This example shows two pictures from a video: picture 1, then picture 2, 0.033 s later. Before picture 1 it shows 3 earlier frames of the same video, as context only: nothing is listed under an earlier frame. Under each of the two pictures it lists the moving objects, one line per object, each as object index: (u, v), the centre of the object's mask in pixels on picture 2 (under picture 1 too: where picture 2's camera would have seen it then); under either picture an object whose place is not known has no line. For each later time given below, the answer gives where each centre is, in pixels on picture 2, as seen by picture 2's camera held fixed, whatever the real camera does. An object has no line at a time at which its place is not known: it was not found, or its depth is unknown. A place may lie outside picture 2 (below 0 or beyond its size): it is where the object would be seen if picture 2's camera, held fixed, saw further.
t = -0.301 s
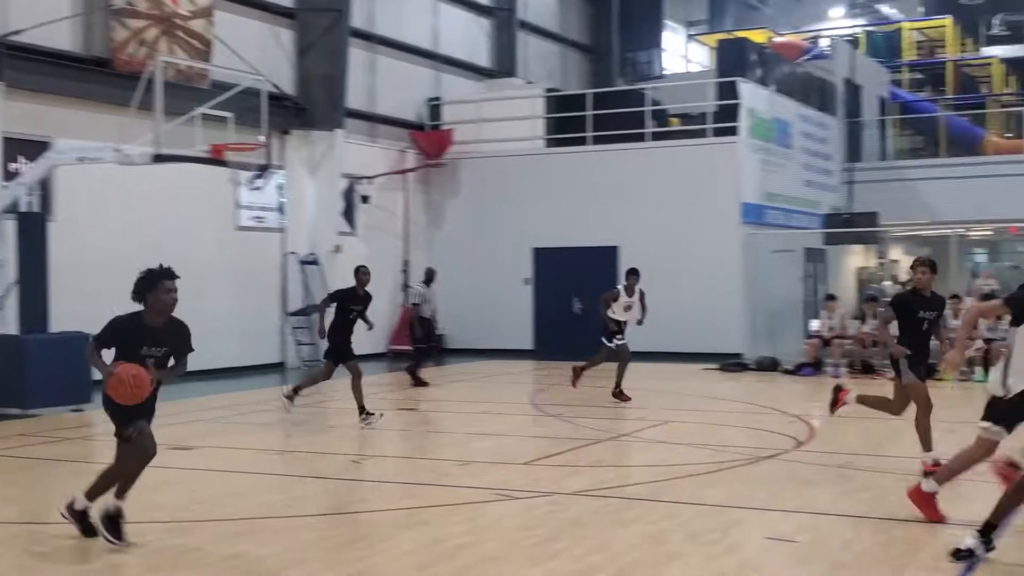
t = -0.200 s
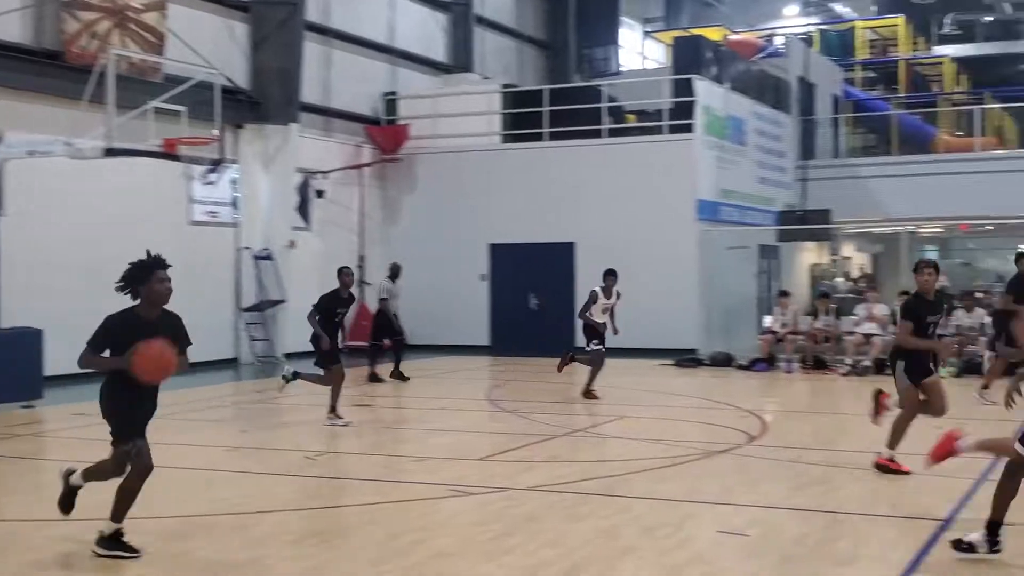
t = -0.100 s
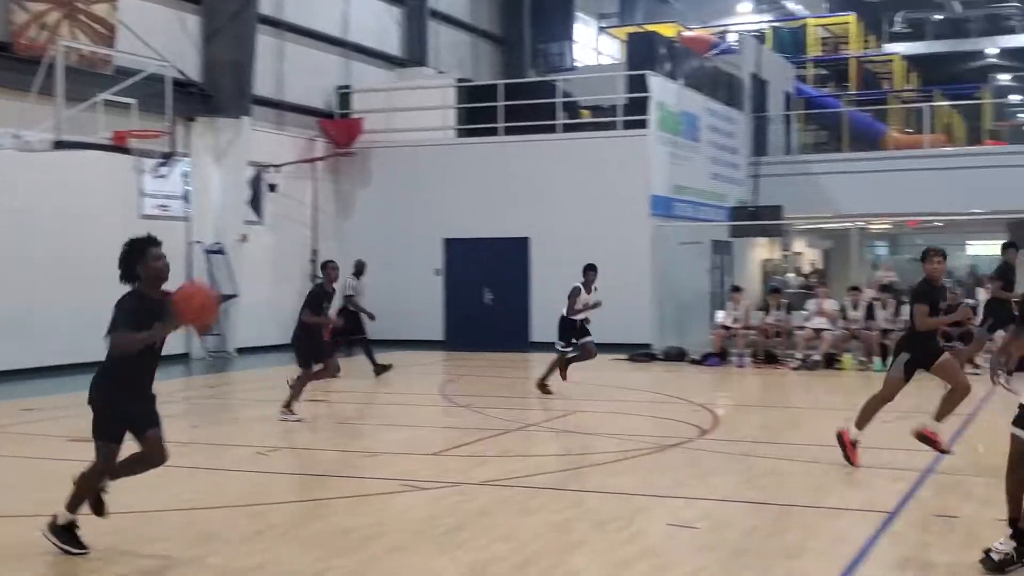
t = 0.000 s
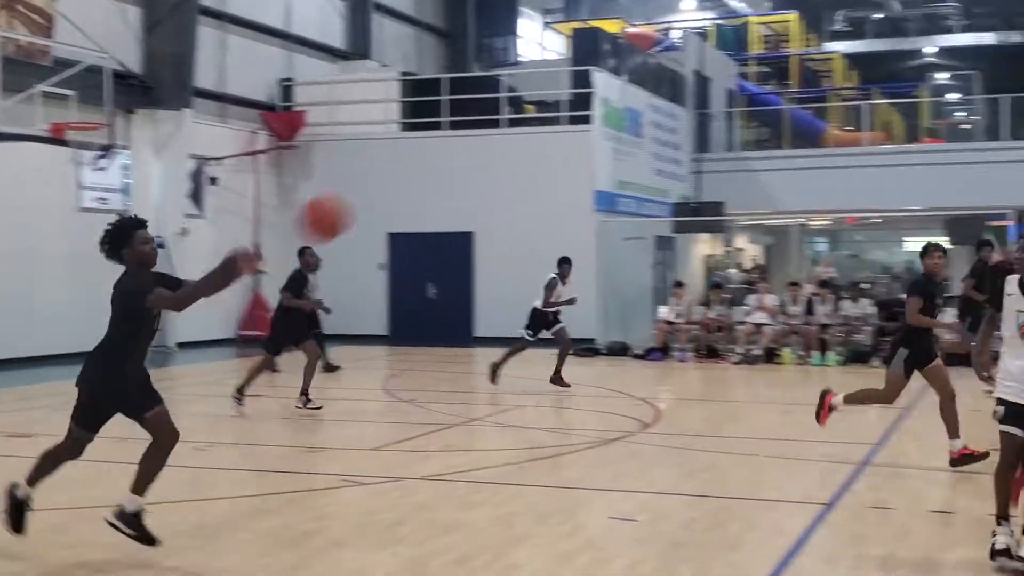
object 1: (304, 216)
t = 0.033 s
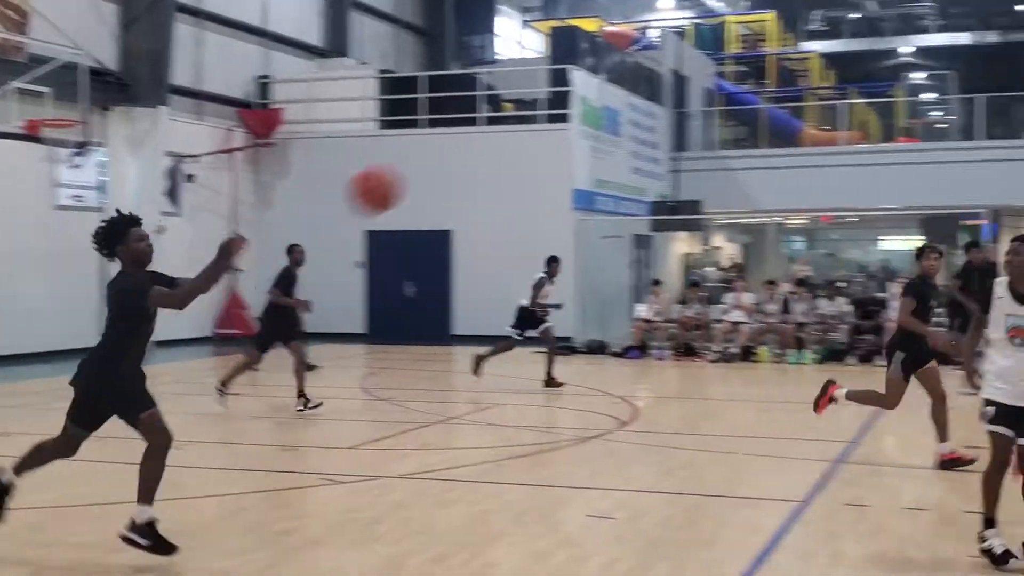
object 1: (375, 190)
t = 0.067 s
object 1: (452, 165)
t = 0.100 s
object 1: (530, 140)
